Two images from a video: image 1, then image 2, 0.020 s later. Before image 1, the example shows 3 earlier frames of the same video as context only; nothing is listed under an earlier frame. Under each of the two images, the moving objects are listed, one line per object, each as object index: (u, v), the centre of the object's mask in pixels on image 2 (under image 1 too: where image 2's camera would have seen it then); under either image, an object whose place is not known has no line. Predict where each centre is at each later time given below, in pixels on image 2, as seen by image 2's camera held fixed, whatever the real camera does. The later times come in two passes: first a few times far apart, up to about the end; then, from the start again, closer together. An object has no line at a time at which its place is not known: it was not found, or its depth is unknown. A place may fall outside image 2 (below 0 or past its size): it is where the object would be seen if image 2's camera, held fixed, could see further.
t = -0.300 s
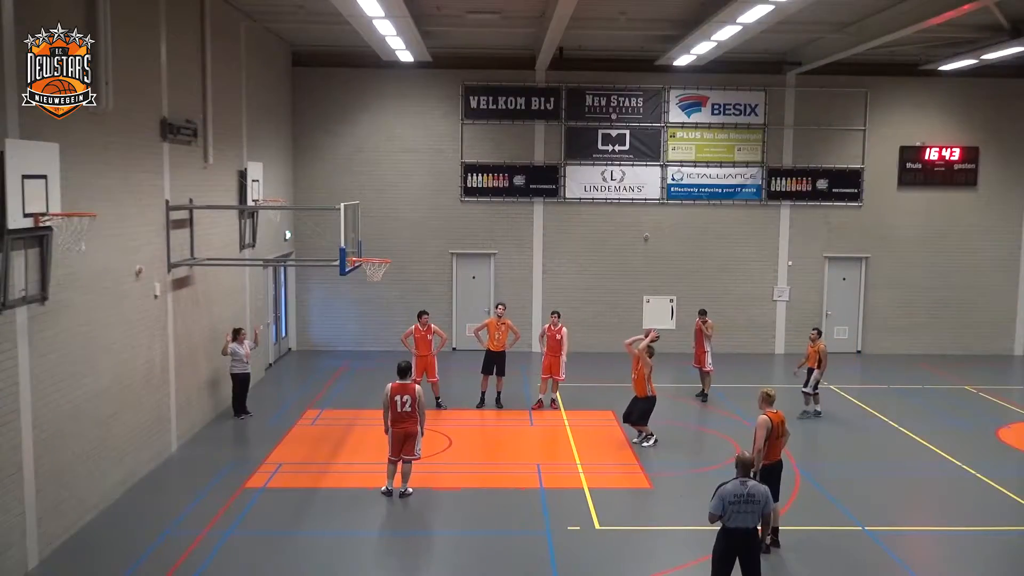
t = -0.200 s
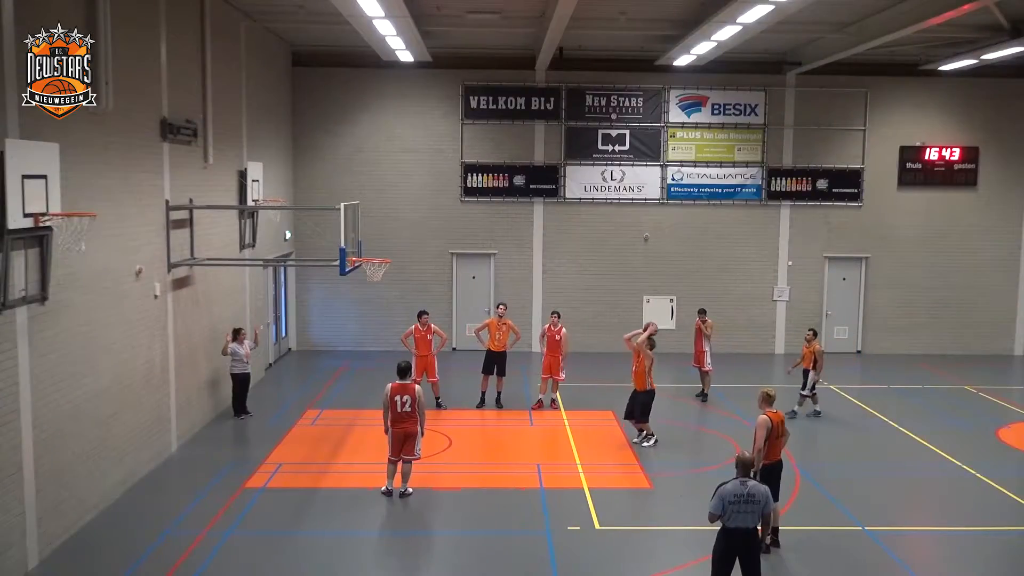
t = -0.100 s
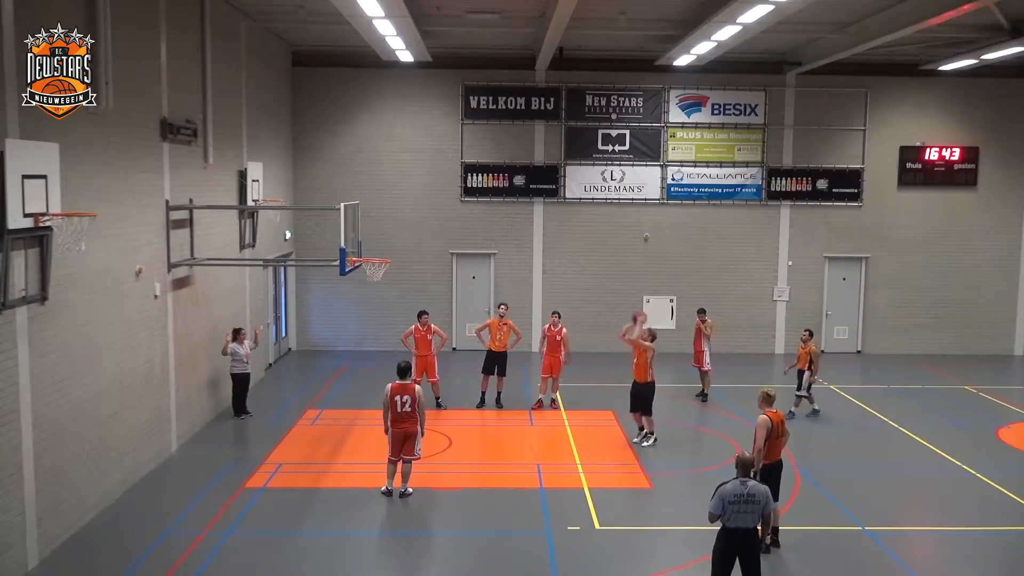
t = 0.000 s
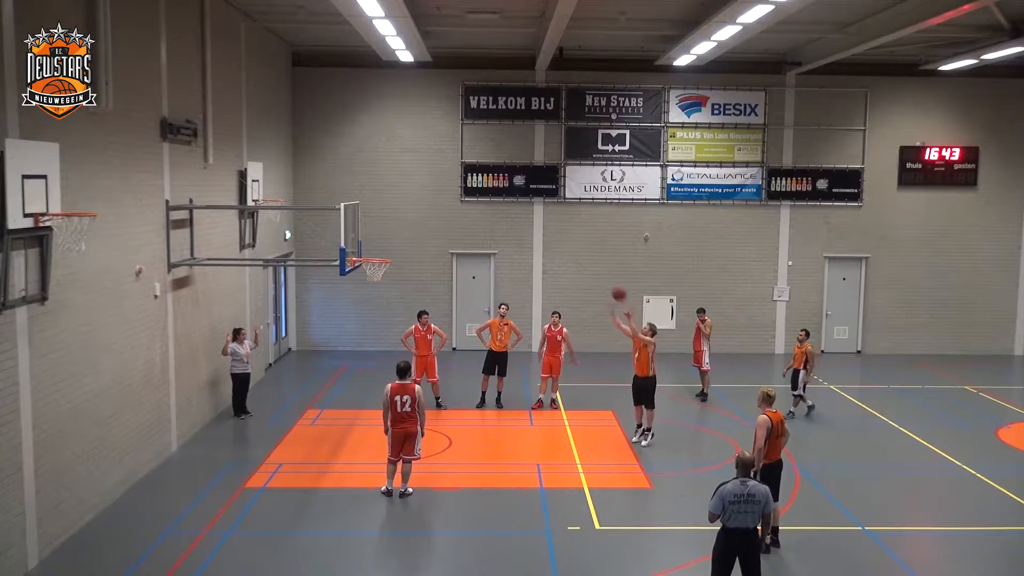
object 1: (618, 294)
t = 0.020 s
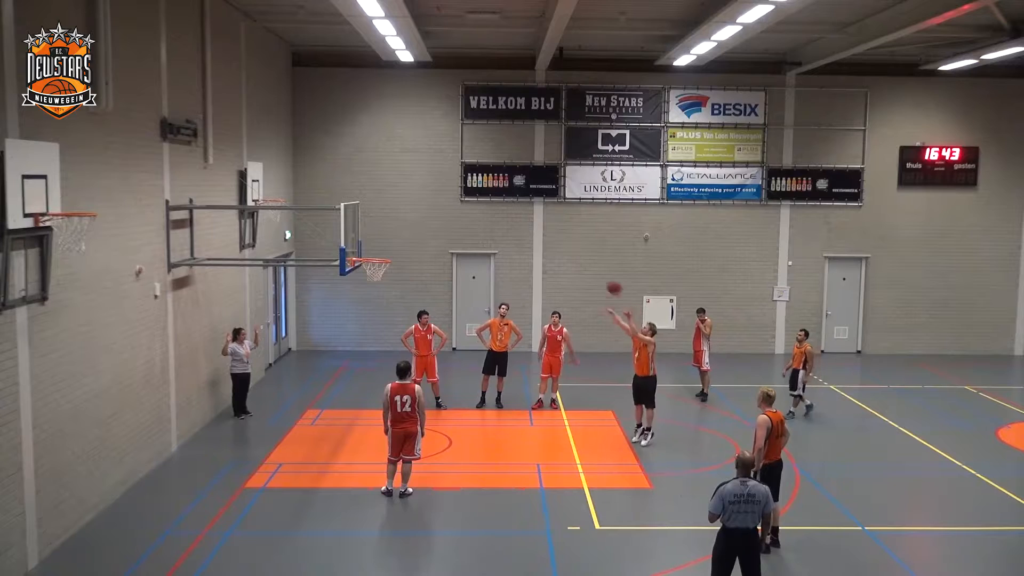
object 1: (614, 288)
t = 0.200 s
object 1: (570, 241)
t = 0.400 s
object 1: (521, 212)
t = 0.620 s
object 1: (467, 207)
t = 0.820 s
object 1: (418, 227)
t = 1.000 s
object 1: (375, 267)
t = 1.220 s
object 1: (379, 268)
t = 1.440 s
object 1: (379, 271)
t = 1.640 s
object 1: (370, 285)
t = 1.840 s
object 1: (366, 317)
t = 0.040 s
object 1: (608, 281)
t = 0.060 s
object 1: (604, 276)
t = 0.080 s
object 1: (599, 270)
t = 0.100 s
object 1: (594, 265)
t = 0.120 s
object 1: (589, 260)
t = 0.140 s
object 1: (584, 255)
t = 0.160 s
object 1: (580, 250)
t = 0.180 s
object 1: (575, 245)
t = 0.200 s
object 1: (570, 241)
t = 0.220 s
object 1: (565, 237)
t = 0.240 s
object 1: (560, 233)
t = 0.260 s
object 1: (555, 230)
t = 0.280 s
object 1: (550, 226)
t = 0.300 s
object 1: (545, 223)
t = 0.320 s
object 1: (541, 221)
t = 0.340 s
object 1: (536, 218)
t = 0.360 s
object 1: (530, 216)
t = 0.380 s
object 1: (526, 214)
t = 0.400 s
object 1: (521, 212)
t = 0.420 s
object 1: (516, 211)
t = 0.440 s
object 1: (511, 210)
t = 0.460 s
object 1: (506, 208)
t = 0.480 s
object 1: (501, 207)
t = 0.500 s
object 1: (496, 206)
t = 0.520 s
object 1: (491, 206)
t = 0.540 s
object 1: (487, 205)
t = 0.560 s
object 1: (482, 206)
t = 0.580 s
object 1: (477, 206)
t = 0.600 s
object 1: (472, 206)
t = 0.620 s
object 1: (467, 207)
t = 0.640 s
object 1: (462, 208)
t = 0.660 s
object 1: (457, 209)
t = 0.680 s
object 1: (452, 211)
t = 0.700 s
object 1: (448, 212)
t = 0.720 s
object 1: (443, 214)
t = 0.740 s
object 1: (438, 216)
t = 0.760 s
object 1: (433, 219)
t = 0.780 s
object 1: (428, 222)
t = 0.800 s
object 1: (423, 224)
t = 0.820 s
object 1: (418, 227)
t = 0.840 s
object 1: (413, 231)
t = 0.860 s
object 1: (409, 234)
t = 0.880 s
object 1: (404, 238)
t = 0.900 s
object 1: (399, 242)
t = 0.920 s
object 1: (394, 246)
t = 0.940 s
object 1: (390, 250)
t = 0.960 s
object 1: (385, 255)
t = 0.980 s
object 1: (381, 260)
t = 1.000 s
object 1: (375, 267)
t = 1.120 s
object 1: (370, 271)
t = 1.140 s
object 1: (371, 270)
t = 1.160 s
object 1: (374, 269)
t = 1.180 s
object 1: (376, 269)
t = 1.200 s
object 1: (377, 268)
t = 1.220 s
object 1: (379, 268)
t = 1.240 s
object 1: (381, 268)
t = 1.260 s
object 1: (382, 267)
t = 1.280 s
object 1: (383, 268)
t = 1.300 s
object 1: (383, 268)
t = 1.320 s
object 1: (383, 268)
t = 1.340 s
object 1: (383, 269)
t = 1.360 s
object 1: (382, 269)
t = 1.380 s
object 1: (382, 270)
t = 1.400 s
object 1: (381, 270)
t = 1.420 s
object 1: (379, 270)
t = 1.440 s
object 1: (379, 271)
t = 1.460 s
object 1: (378, 272)
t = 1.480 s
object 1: (376, 274)
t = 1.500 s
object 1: (375, 274)
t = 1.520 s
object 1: (373, 276)
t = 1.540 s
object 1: (372, 277)
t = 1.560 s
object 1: (371, 279)
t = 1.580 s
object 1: (371, 280)
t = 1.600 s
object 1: (370, 282)
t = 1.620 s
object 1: (370, 283)
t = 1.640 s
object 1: (370, 285)
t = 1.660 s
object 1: (369, 287)
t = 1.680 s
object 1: (369, 289)
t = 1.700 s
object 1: (369, 292)
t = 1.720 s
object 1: (368, 295)
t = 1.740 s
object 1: (368, 298)
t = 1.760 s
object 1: (368, 301)
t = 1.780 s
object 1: (367, 305)
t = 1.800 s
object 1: (367, 309)
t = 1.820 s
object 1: (367, 313)
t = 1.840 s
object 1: (366, 317)
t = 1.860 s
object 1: (366, 322)
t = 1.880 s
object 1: (365, 326)
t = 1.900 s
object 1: (365, 331)
